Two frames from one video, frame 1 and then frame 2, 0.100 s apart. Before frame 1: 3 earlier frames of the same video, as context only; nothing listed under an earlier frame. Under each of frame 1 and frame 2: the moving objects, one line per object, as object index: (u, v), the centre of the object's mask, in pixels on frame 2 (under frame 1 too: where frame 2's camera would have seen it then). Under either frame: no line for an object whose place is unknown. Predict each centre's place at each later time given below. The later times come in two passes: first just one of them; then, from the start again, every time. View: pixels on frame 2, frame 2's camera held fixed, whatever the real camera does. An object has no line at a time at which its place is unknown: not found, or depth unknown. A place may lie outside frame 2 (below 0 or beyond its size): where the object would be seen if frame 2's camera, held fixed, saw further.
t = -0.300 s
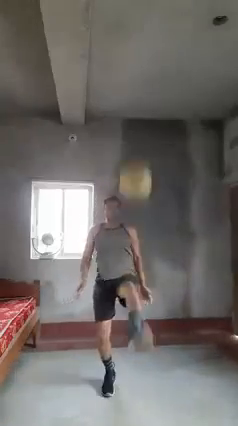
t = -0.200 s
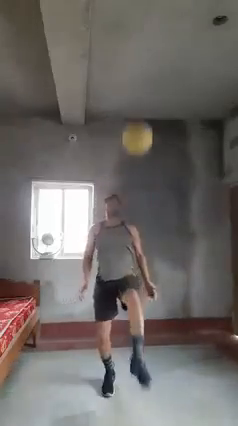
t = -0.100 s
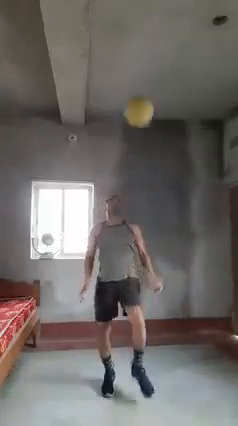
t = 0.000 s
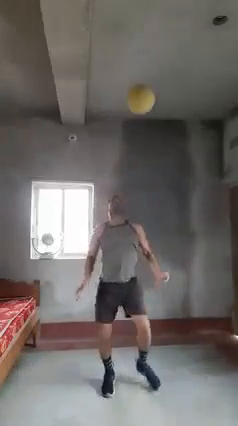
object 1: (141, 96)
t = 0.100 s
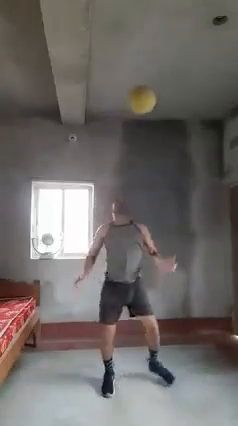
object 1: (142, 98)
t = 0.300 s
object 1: (144, 133)
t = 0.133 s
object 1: (142, 100)
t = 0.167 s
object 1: (142, 104)
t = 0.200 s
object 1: (143, 110)
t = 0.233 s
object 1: (143, 119)
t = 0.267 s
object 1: (144, 126)
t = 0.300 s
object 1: (144, 133)
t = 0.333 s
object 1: (144, 143)
